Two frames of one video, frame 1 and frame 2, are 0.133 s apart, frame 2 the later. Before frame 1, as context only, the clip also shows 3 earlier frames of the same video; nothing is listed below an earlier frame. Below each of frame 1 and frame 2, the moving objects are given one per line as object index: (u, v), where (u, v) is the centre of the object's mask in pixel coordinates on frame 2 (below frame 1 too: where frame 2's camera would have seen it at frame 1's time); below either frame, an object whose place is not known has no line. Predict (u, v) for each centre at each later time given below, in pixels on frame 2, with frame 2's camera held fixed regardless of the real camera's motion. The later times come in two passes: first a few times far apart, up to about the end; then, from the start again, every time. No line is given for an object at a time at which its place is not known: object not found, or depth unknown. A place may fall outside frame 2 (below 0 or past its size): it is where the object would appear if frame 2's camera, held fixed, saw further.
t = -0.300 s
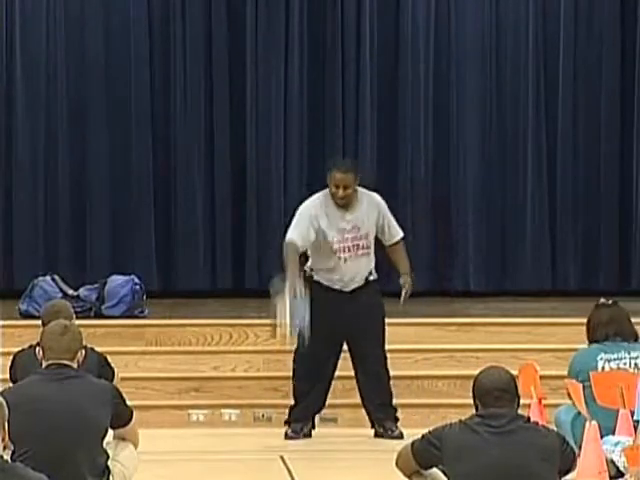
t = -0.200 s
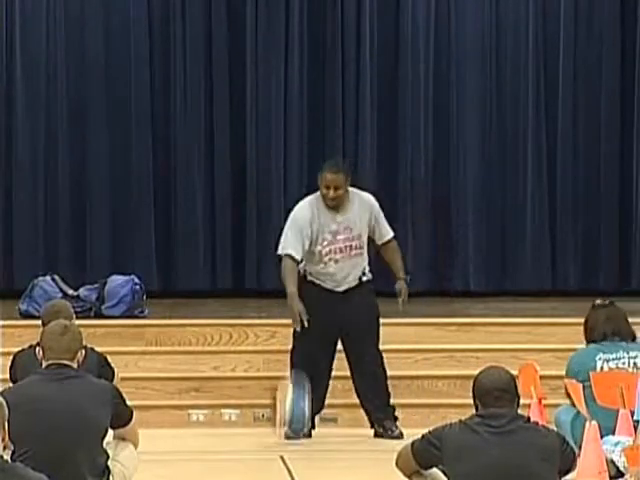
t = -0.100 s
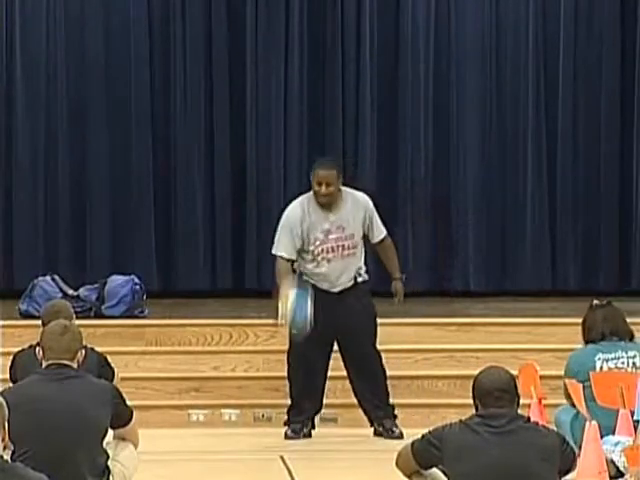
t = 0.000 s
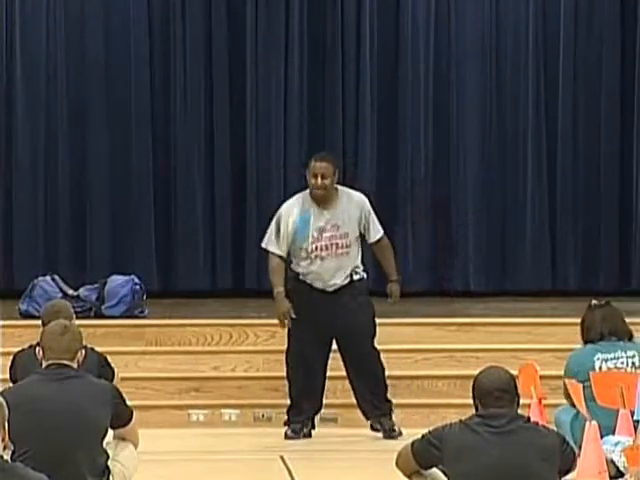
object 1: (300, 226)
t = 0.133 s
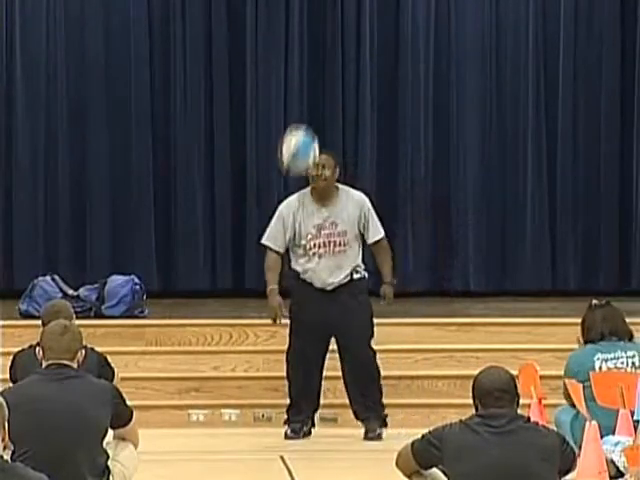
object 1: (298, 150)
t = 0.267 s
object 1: (301, 104)
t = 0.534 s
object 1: (307, 104)
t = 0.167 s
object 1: (299, 135)
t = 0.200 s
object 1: (300, 123)
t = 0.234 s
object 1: (301, 113)
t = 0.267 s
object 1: (301, 104)
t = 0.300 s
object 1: (302, 98)
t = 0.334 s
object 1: (303, 93)
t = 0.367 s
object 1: (303, 90)
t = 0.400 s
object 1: (304, 89)
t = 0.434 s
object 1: (305, 90)
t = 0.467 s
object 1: (306, 93)
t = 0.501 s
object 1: (307, 97)
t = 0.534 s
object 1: (307, 104)
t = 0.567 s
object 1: (308, 113)
